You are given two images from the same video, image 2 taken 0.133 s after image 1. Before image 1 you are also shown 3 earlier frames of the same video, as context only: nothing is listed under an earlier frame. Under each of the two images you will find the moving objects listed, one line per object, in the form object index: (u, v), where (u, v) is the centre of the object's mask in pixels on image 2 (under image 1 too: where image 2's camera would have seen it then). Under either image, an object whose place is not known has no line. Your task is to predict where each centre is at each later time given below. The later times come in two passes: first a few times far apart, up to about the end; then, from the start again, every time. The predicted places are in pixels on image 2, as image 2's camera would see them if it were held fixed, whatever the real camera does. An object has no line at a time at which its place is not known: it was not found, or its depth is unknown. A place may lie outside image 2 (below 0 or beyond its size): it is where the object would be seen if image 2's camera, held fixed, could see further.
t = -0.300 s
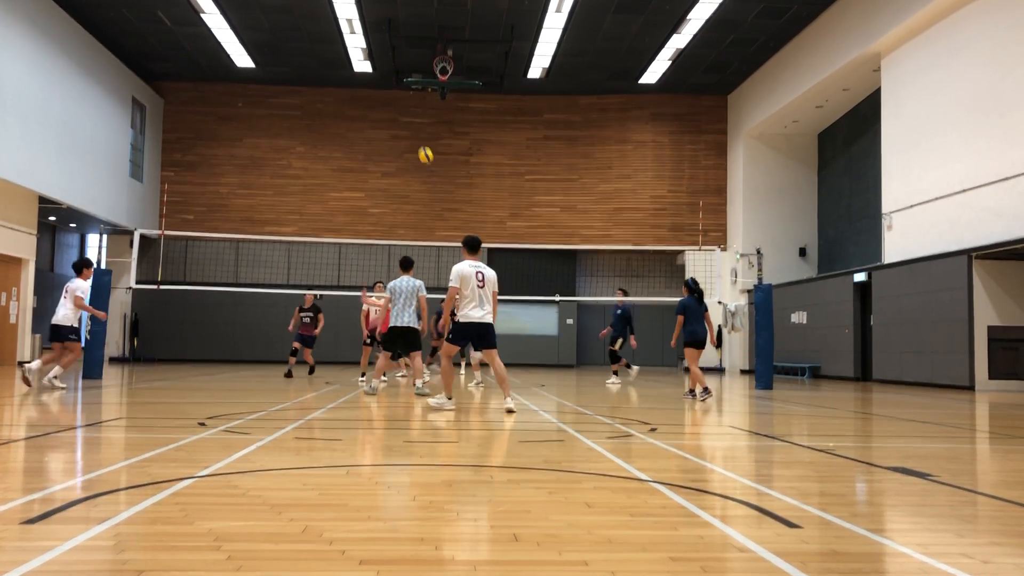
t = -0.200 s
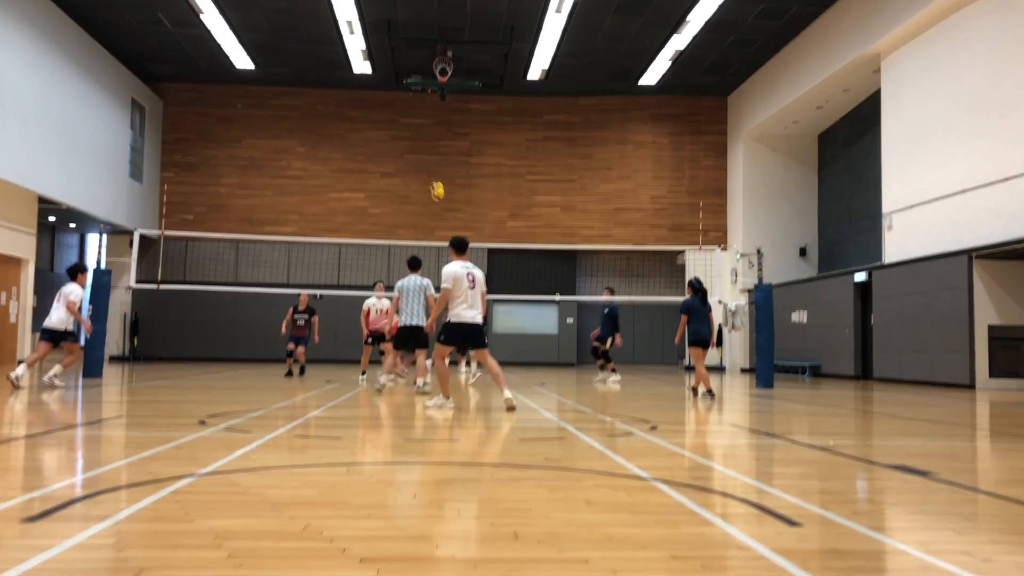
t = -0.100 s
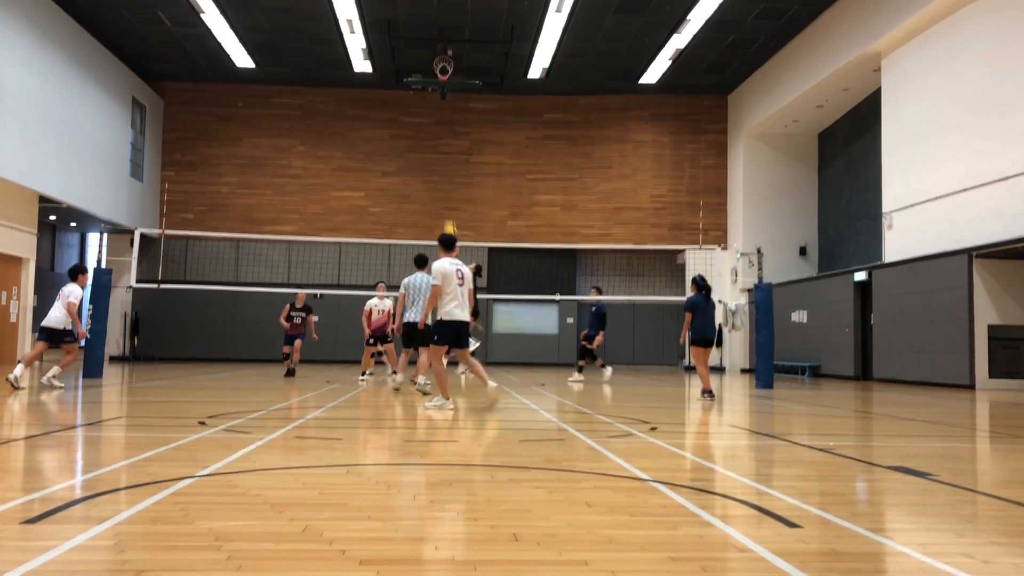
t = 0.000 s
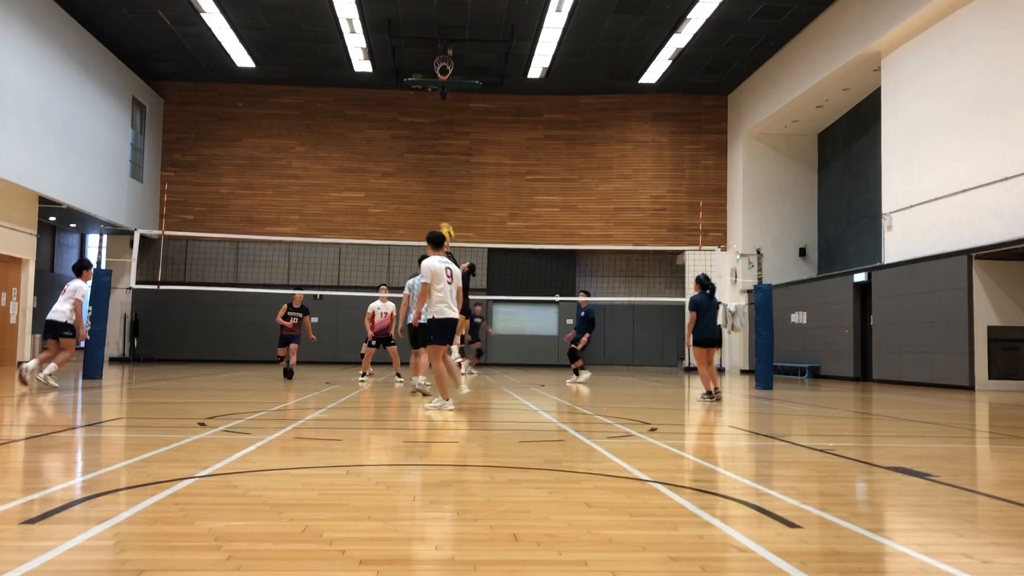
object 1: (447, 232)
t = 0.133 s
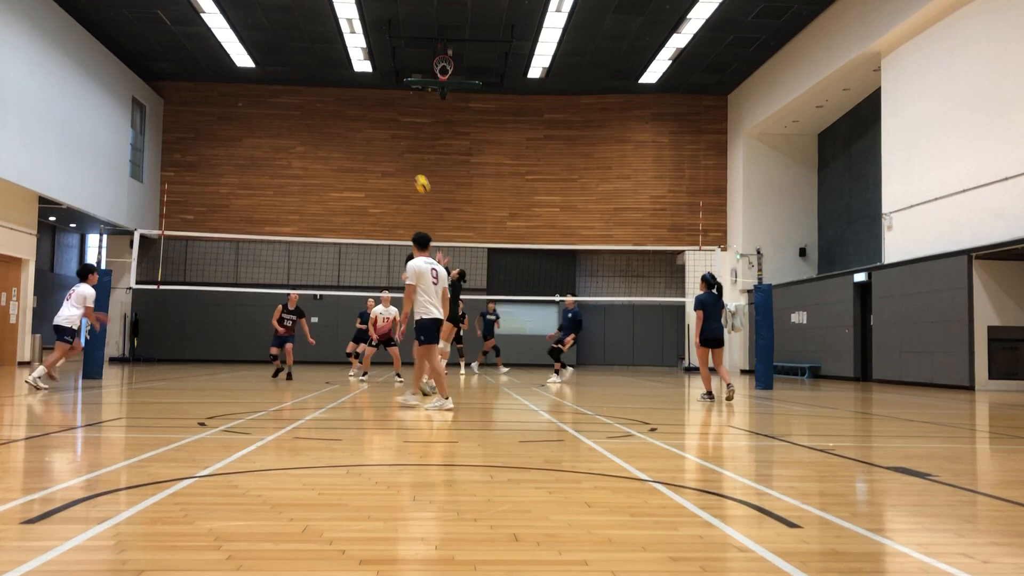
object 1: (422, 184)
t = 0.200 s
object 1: (410, 164)
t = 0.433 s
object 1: (367, 116)
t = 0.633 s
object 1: (330, 102)
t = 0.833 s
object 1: (293, 113)
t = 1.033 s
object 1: (255, 150)
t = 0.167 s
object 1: (416, 174)
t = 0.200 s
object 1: (410, 164)
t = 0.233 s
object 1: (404, 155)
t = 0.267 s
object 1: (398, 147)
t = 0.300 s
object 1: (392, 140)
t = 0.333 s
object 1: (386, 132)
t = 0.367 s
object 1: (379, 126)
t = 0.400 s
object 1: (373, 121)
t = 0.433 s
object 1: (367, 116)
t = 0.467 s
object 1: (361, 112)
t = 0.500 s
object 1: (355, 109)
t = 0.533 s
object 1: (349, 106)
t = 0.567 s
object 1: (342, 104)
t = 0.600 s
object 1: (336, 103)
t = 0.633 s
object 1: (330, 102)
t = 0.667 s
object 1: (324, 103)
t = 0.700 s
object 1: (317, 103)
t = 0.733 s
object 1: (312, 104)
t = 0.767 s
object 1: (305, 108)
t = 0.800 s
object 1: (299, 110)
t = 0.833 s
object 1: (293, 113)
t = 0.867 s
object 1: (286, 119)
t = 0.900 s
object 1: (281, 123)
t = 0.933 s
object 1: (274, 128)
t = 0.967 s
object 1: (268, 135)
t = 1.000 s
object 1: (262, 143)
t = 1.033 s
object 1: (255, 150)
